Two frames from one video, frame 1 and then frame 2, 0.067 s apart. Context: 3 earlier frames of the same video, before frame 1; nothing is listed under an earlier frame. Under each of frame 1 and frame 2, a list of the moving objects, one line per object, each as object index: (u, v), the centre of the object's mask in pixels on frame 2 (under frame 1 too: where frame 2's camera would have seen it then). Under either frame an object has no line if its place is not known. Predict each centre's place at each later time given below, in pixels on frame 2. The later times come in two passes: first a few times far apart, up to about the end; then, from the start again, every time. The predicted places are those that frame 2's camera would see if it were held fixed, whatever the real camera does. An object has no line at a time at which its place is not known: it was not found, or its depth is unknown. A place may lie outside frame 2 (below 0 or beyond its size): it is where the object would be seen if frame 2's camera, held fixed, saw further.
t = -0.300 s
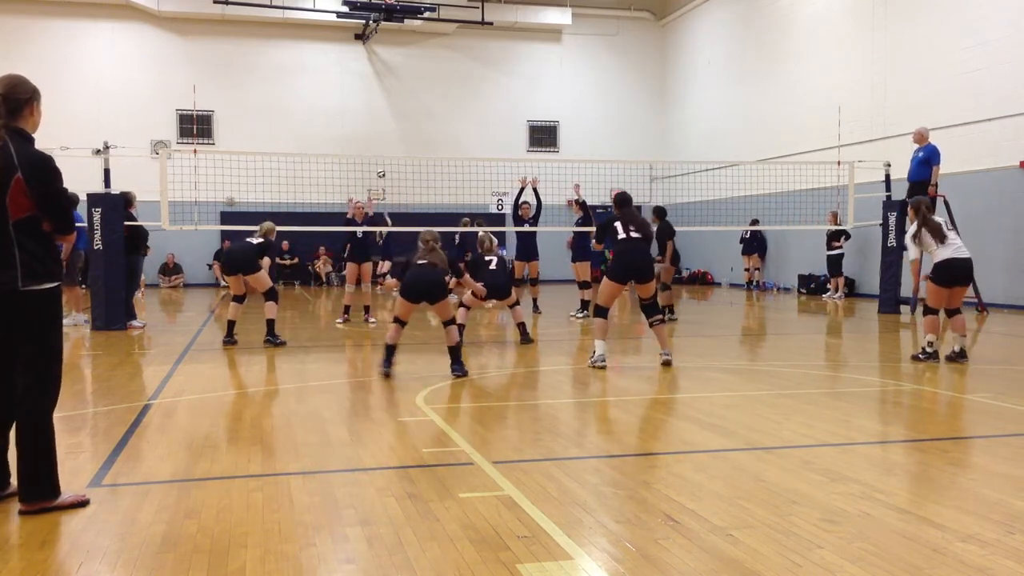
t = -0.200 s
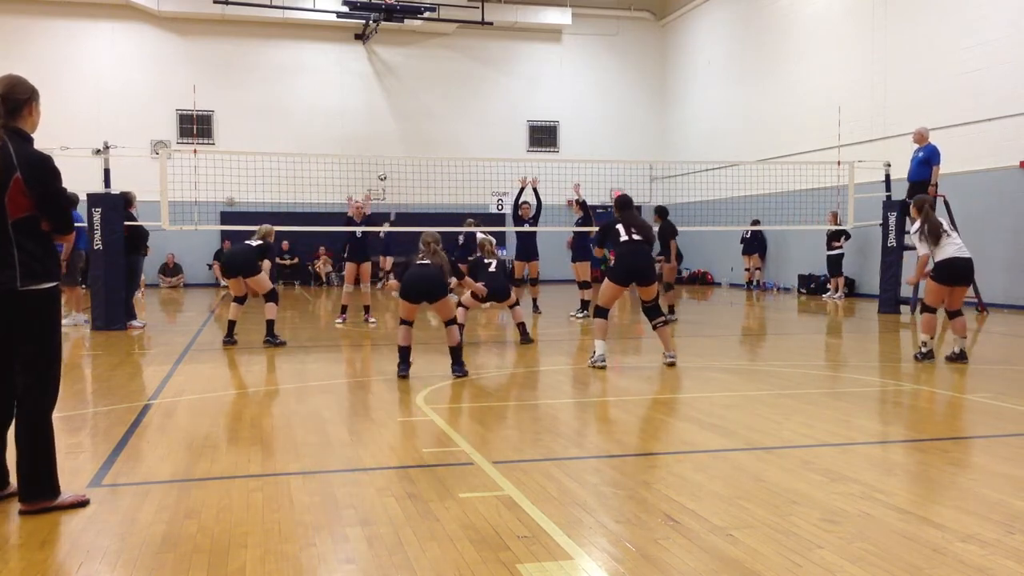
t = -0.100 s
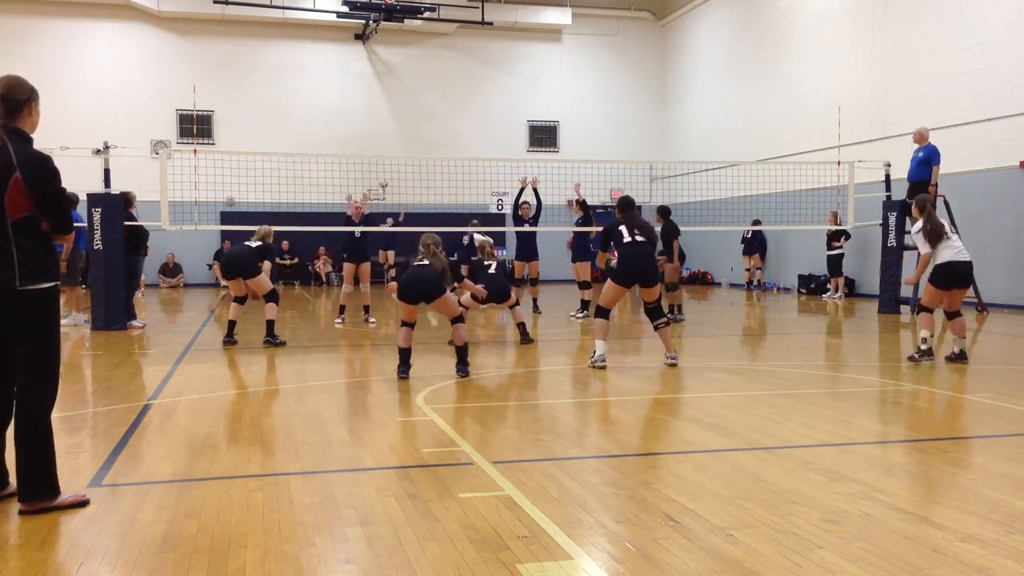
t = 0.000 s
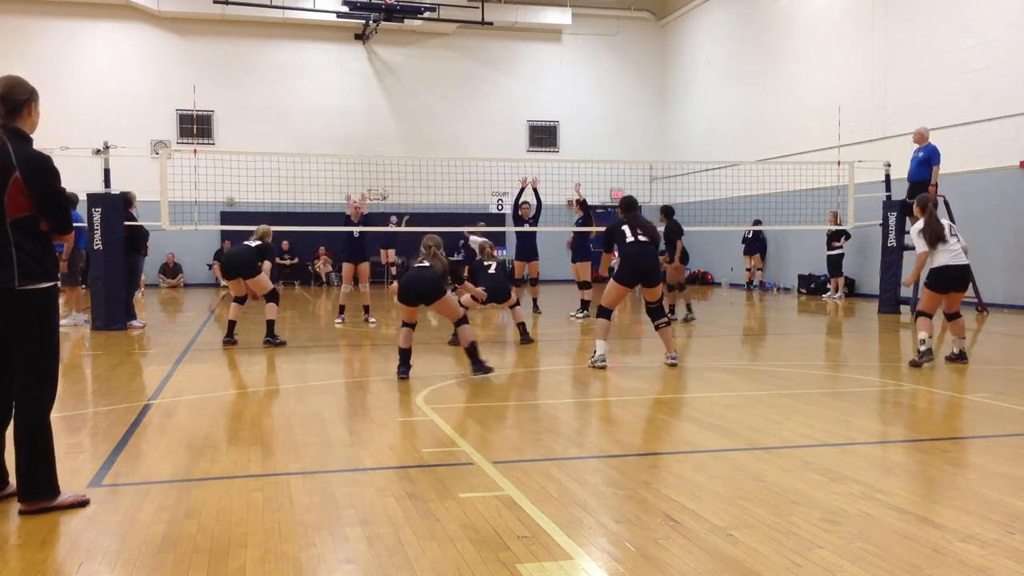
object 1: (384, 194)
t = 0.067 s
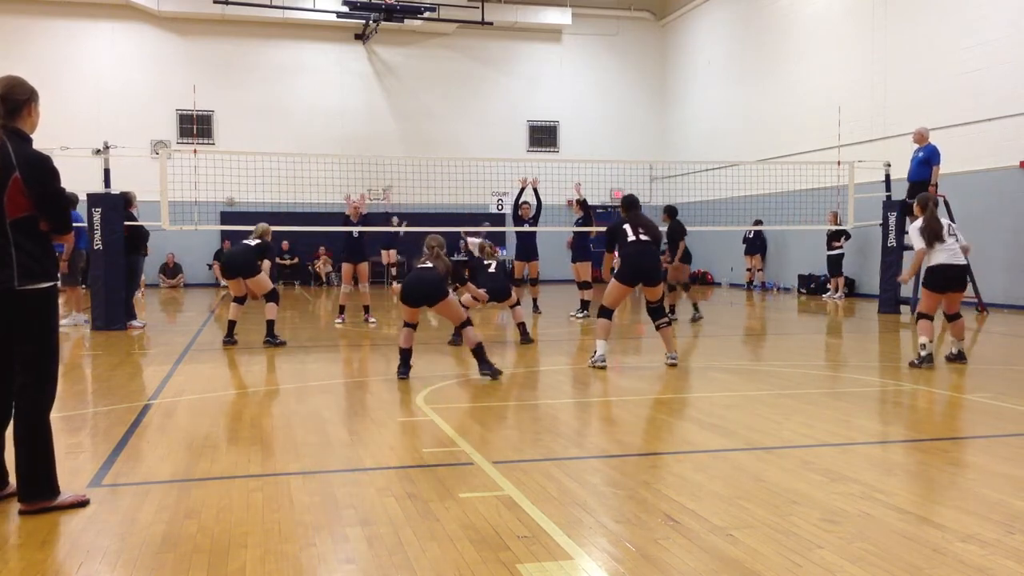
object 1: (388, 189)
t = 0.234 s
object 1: (396, 149)
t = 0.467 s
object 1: (409, 109)
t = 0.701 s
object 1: (426, 92)
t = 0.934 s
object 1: (448, 114)
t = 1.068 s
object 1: (466, 152)
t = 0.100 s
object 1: (388, 181)
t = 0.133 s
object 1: (391, 173)
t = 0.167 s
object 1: (393, 165)
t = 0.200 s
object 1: (394, 161)
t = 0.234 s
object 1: (396, 149)
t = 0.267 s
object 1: (397, 143)
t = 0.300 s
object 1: (399, 137)
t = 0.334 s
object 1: (401, 130)
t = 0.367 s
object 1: (402, 124)
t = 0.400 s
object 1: (404, 118)
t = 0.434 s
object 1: (406, 114)
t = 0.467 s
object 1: (409, 109)
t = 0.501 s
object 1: (411, 104)
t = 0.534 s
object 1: (414, 102)
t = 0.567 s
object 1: (415, 98)
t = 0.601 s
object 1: (418, 96)
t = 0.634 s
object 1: (420, 94)
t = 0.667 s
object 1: (422, 93)
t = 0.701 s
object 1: (426, 92)
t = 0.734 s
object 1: (428, 93)
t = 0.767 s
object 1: (431, 94)
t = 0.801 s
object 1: (433, 95)
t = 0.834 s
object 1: (437, 99)
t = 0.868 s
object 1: (441, 103)
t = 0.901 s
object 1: (444, 108)
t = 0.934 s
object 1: (448, 114)
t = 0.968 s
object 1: (452, 121)
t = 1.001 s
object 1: (456, 131)
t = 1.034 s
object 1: (462, 142)
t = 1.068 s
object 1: (466, 152)
